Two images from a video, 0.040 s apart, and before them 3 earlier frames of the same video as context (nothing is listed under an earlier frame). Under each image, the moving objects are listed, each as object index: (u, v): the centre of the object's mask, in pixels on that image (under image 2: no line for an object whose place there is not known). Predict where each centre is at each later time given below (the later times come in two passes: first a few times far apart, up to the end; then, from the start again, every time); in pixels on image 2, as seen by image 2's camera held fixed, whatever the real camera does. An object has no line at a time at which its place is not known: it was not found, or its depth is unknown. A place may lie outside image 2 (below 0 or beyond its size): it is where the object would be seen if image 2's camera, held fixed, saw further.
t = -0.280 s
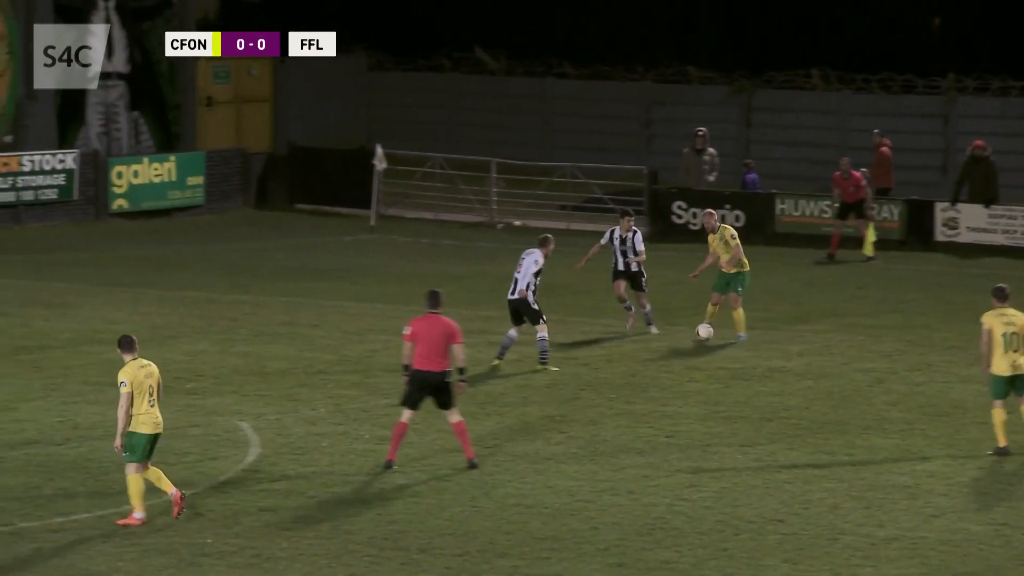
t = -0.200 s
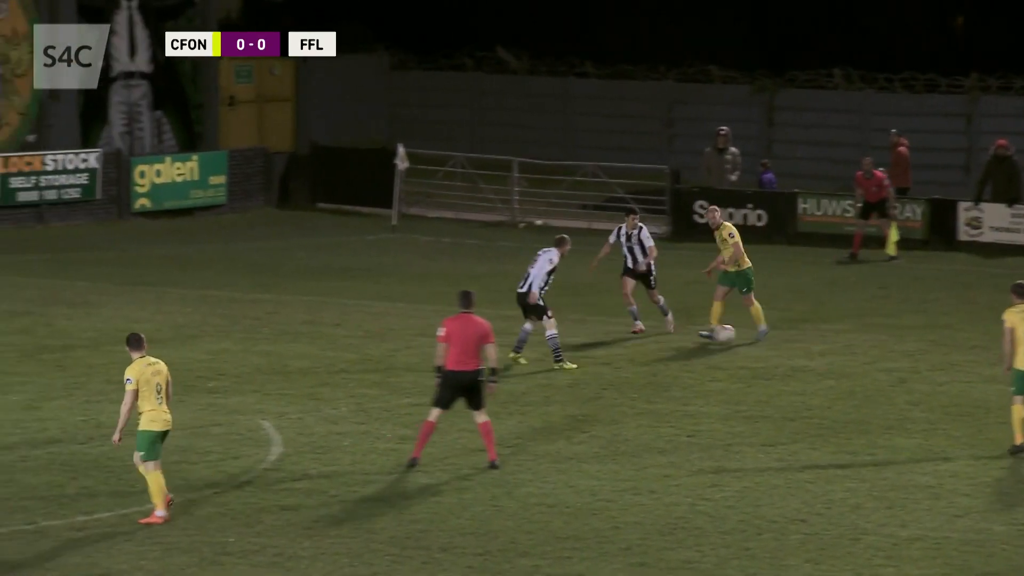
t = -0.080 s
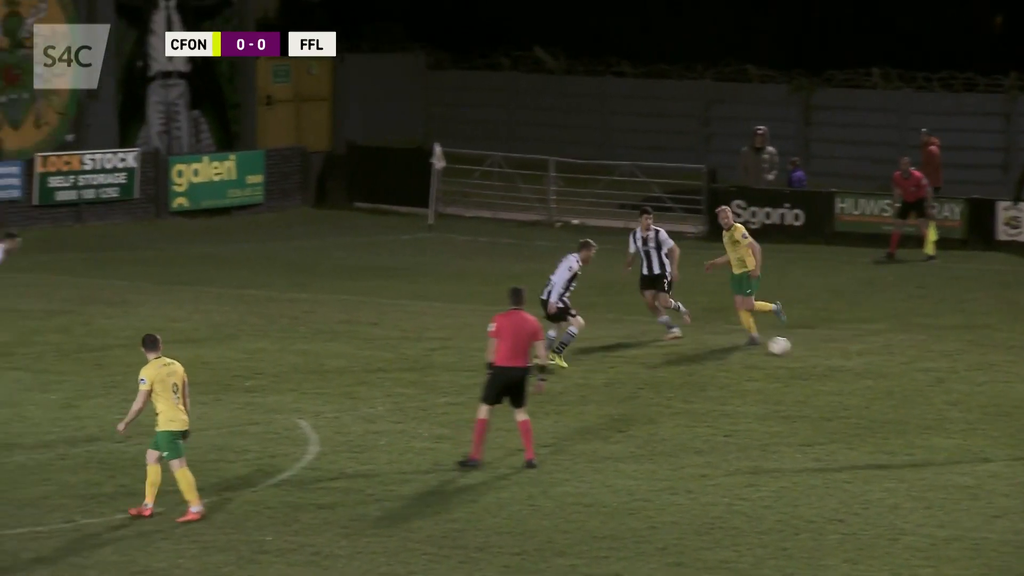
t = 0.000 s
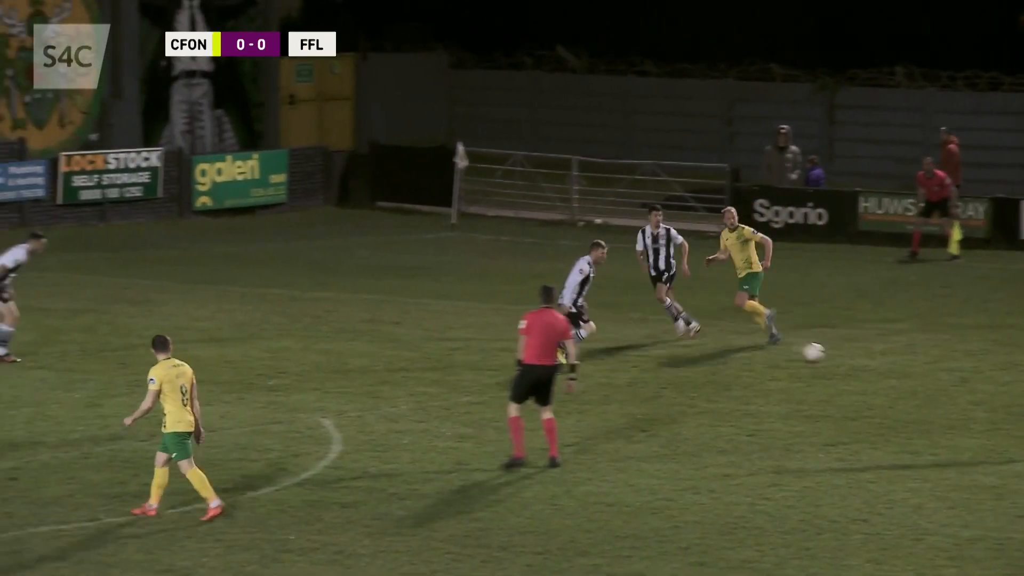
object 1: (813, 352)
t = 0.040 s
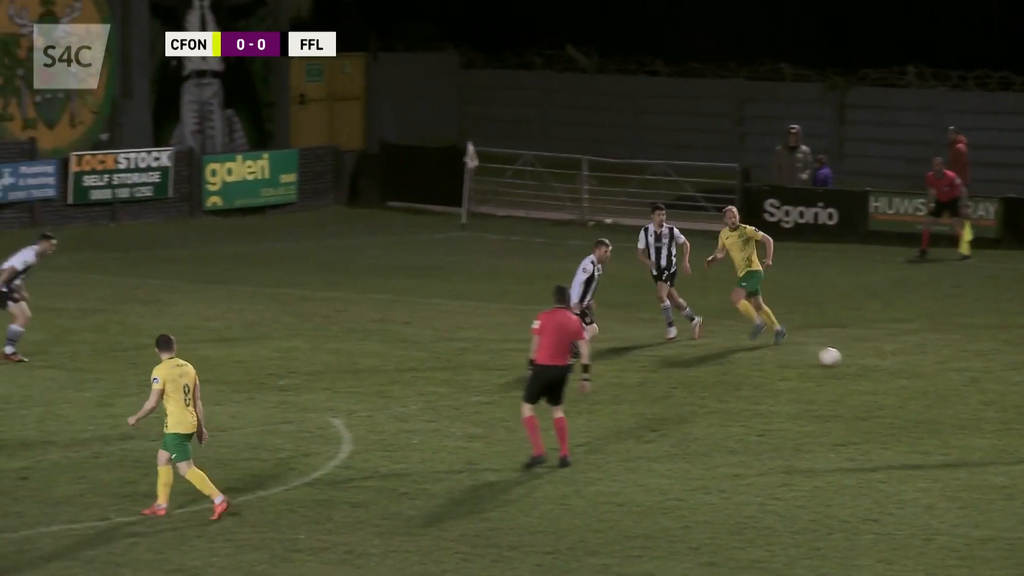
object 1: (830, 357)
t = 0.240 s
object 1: (857, 373)
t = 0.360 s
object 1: (871, 383)
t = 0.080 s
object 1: (835, 359)
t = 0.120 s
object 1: (840, 361)
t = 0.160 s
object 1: (846, 365)
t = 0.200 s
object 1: (852, 370)
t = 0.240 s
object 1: (857, 373)
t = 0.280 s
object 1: (861, 375)
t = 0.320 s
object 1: (866, 378)
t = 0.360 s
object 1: (871, 383)
